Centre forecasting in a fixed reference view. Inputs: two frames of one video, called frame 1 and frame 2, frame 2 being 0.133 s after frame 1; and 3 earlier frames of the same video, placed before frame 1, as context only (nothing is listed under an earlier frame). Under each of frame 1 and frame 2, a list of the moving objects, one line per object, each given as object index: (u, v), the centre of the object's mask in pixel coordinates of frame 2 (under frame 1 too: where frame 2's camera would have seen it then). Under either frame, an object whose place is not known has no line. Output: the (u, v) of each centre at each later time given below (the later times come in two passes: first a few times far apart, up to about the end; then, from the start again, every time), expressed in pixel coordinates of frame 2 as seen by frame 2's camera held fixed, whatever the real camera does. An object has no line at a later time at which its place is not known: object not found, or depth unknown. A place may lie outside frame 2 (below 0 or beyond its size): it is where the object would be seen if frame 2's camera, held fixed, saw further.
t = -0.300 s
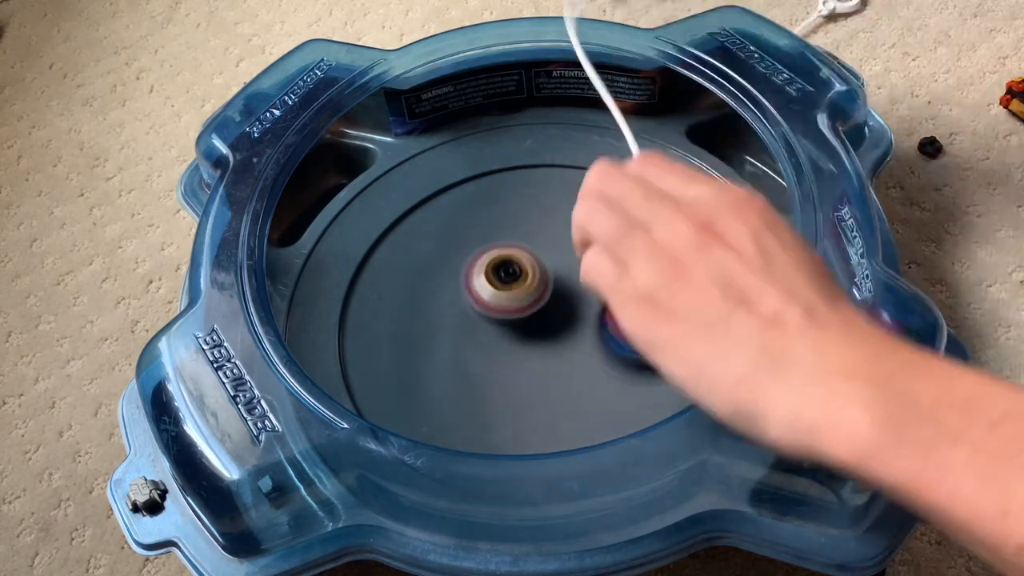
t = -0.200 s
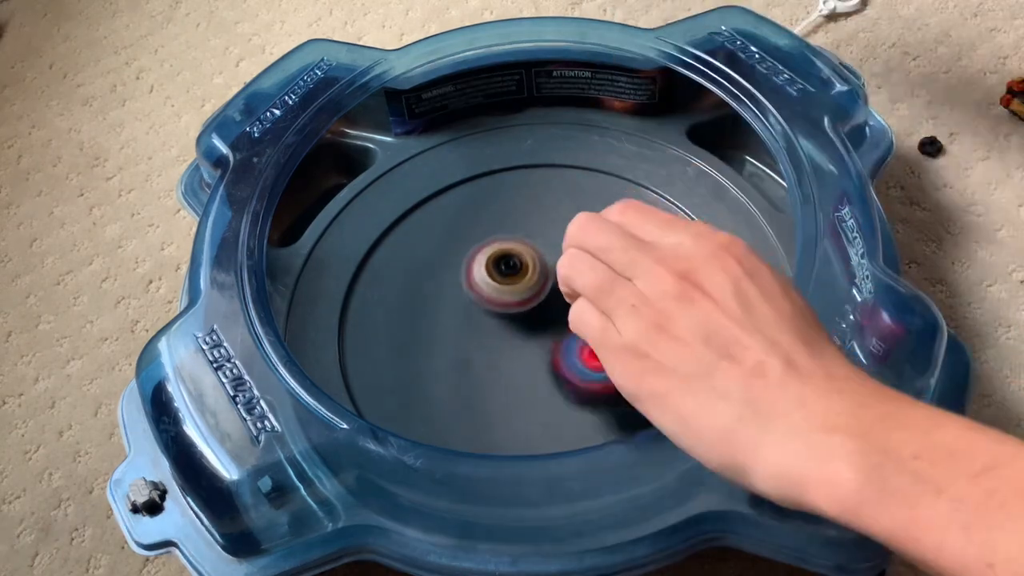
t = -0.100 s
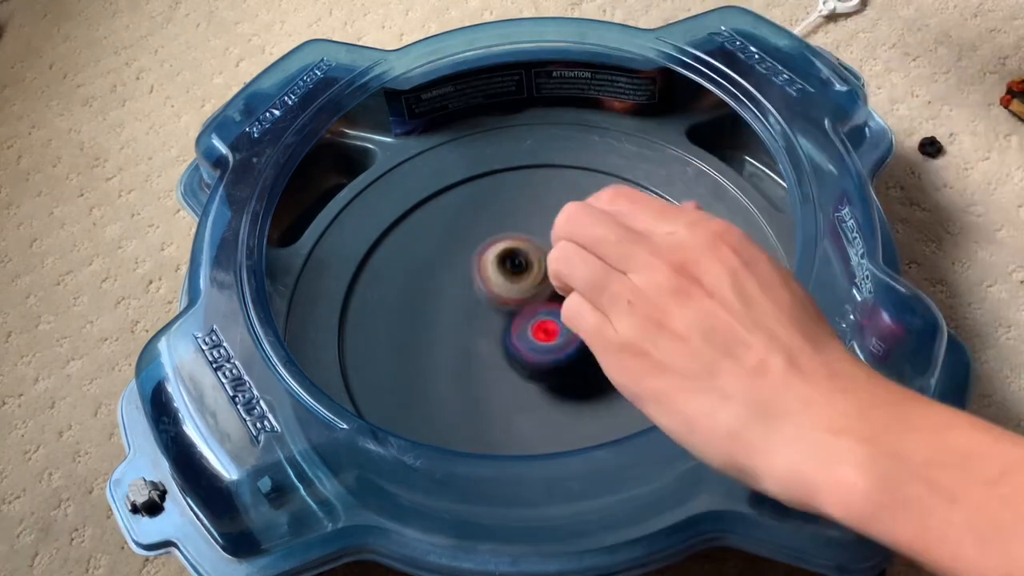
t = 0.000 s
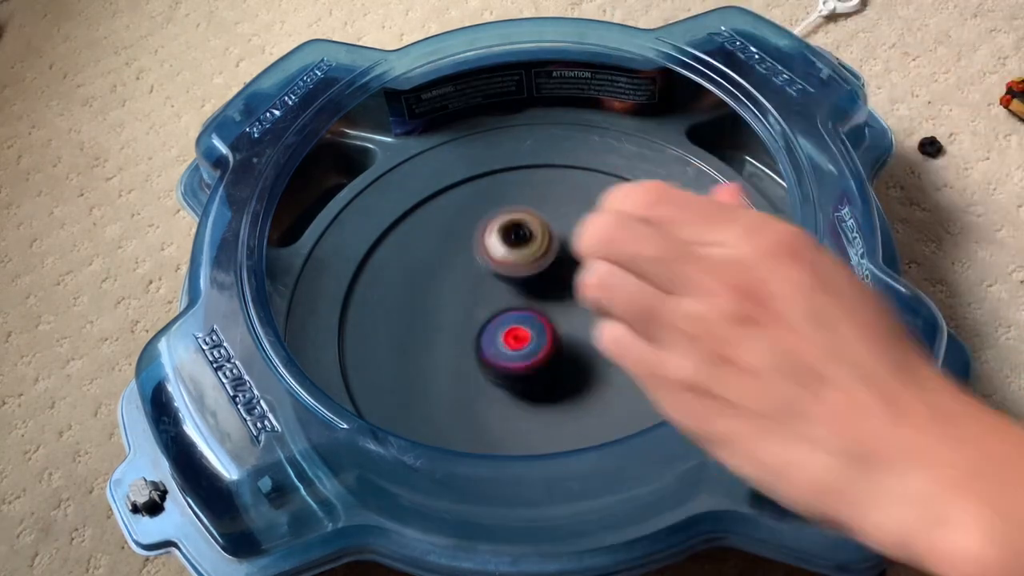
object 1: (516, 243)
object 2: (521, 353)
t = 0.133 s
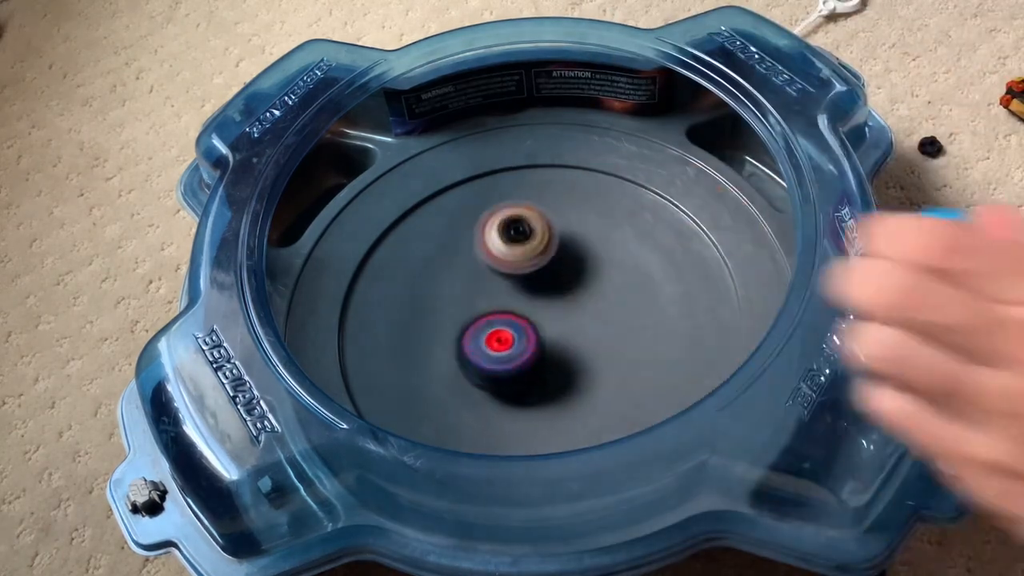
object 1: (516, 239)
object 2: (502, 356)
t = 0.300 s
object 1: (520, 251)
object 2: (499, 370)
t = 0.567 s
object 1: (570, 259)
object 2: (514, 373)
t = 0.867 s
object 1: (590, 268)
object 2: (527, 352)
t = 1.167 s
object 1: (666, 278)
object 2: (369, 337)
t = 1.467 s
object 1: (594, 315)
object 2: (429, 351)
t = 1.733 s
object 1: (662, 390)
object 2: (375, 238)
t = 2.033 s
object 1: (646, 385)
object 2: (483, 260)
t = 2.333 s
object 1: (522, 310)
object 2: (597, 217)
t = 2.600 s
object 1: (469, 246)
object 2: (619, 183)
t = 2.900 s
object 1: (485, 233)
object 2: (568, 288)
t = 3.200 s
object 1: (574, 290)
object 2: (594, 434)
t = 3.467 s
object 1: (616, 347)
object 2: (595, 429)
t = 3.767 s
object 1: (630, 225)
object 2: (404, 398)
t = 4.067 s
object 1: (521, 245)
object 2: (365, 291)
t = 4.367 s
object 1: (454, 311)
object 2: (421, 214)
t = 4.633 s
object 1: (467, 356)
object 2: (534, 217)
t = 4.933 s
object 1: (548, 343)
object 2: (666, 275)
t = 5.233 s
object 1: (593, 296)
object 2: (673, 366)
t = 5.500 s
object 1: (578, 276)
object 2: (546, 406)
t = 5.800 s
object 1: (516, 288)
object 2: (403, 355)
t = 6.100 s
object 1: (476, 316)
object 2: (400, 265)
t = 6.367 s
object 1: (491, 332)
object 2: (507, 233)
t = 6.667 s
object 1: (552, 328)
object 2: (642, 240)
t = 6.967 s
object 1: (510, 283)
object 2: (713, 337)
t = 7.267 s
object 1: (455, 255)
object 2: (570, 422)
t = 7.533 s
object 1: (581, 319)
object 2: (395, 374)
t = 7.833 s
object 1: (624, 381)
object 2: (399, 239)
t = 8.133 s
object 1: (465, 327)
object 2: (561, 213)
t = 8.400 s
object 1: (482, 238)
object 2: (669, 312)
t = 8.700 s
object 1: (608, 301)
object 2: (577, 429)
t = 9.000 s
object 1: (592, 399)
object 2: (420, 383)
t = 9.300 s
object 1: (461, 348)
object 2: (459, 239)
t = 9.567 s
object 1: (459, 270)
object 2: (594, 210)
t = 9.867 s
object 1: (550, 270)
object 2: (666, 322)
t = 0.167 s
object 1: (516, 241)
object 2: (497, 357)
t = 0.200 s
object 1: (515, 243)
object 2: (494, 361)
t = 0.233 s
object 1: (515, 244)
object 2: (496, 367)
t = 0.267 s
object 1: (516, 246)
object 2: (497, 370)
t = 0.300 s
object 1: (520, 251)
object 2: (499, 370)
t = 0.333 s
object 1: (523, 257)
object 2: (503, 372)
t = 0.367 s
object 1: (526, 261)
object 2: (508, 371)
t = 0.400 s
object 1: (529, 265)
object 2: (513, 369)
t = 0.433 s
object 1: (535, 271)
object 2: (517, 365)
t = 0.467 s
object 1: (541, 277)
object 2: (521, 359)
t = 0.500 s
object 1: (549, 271)
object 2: (518, 364)
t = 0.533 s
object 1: (561, 264)
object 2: (515, 369)
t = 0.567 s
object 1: (570, 259)
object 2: (514, 373)
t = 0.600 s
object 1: (577, 258)
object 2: (514, 376)
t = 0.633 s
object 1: (581, 257)
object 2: (515, 377)
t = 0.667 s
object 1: (584, 255)
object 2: (518, 377)
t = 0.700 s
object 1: (586, 255)
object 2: (520, 376)
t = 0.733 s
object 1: (588, 256)
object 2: (523, 373)
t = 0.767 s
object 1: (589, 258)
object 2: (525, 370)
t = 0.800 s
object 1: (590, 260)
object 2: (526, 365)
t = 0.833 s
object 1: (591, 264)
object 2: (527, 359)
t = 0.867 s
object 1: (590, 268)
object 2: (527, 352)
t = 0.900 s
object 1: (590, 272)
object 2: (527, 346)
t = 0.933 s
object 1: (589, 277)
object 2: (524, 337)
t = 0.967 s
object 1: (603, 279)
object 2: (504, 328)
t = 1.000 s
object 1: (626, 278)
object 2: (473, 326)
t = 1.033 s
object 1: (644, 279)
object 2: (448, 326)
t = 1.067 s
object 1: (656, 279)
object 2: (423, 322)
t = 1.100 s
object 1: (663, 278)
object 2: (403, 326)
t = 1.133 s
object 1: (666, 278)
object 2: (384, 330)
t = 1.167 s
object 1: (666, 278)
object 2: (369, 337)
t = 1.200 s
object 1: (665, 278)
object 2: (356, 343)
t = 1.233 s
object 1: (662, 280)
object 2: (359, 347)
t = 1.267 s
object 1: (657, 281)
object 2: (368, 350)
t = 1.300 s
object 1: (650, 284)
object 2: (377, 354)
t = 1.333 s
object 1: (642, 288)
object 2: (385, 356)
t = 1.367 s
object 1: (633, 293)
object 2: (397, 357)
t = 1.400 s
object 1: (621, 300)
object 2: (407, 356)
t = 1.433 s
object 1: (607, 307)
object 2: (418, 355)
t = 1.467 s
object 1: (594, 315)
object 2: (429, 351)
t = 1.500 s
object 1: (580, 322)
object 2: (441, 345)
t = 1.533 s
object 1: (566, 330)
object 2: (453, 338)
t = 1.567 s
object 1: (551, 338)
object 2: (465, 330)
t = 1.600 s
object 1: (578, 355)
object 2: (440, 304)
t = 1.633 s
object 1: (608, 371)
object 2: (418, 283)
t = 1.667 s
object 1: (634, 383)
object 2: (402, 265)
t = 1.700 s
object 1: (653, 389)
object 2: (386, 250)
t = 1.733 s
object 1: (662, 390)
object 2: (375, 238)
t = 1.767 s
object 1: (666, 391)
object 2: (378, 235)
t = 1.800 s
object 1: (669, 392)
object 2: (385, 237)
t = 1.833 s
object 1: (670, 392)
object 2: (397, 242)
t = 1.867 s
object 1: (670, 392)
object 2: (409, 246)
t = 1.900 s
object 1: (668, 392)
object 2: (423, 249)
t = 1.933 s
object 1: (666, 392)
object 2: (438, 253)
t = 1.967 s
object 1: (661, 391)
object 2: (453, 257)
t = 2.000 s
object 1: (655, 389)
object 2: (468, 259)
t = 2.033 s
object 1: (646, 385)
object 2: (483, 260)
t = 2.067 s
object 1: (633, 379)
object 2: (499, 260)
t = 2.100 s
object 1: (620, 370)
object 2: (514, 258)
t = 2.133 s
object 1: (603, 361)
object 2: (528, 257)
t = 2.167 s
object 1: (589, 352)
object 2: (542, 253)
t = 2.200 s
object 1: (574, 342)
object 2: (554, 247)
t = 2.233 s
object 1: (559, 334)
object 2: (566, 240)
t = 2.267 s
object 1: (545, 326)
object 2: (578, 233)
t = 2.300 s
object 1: (533, 318)
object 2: (588, 225)
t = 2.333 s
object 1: (522, 310)
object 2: (597, 217)
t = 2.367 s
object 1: (512, 301)
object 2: (603, 208)
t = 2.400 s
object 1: (503, 291)
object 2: (608, 200)
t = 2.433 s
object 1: (495, 284)
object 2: (613, 193)
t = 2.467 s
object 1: (488, 276)
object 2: (617, 188)
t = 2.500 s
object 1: (481, 266)
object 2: (618, 183)
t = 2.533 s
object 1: (476, 259)
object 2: (620, 181)
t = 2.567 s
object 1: (472, 252)
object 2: (620, 181)
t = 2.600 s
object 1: (469, 246)
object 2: (619, 183)
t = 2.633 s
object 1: (466, 240)
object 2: (616, 186)
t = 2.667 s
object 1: (465, 235)
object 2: (612, 193)
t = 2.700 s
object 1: (464, 229)
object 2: (607, 200)
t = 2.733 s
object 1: (465, 226)
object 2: (600, 211)
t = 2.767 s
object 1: (466, 226)
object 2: (591, 222)
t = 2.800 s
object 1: (469, 225)
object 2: (583, 235)
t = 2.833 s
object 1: (473, 227)
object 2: (577, 251)
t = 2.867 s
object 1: (478, 229)
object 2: (572, 268)
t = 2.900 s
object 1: (485, 233)
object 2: (568, 288)
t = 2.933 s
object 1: (493, 236)
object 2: (565, 307)
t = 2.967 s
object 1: (502, 242)
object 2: (563, 327)
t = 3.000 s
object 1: (513, 248)
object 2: (563, 346)
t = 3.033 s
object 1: (524, 255)
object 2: (564, 363)
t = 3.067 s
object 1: (535, 261)
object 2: (568, 382)
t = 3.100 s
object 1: (545, 269)
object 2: (574, 400)
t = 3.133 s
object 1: (555, 276)
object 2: (578, 409)
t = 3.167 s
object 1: (565, 283)
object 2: (584, 415)
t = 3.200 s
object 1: (574, 290)
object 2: (594, 434)
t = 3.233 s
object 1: (581, 298)
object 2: (595, 435)
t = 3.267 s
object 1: (589, 305)
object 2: (598, 438)
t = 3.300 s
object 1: (596, 312)
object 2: (600, 440)
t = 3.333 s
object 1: (602, 319)
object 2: (601, 441)
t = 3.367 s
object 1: (607, 328)
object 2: (601, 441)
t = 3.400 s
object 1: (612, 335)
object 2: (599, 438)
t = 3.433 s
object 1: (615, 341)
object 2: (597, 434)
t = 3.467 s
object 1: (616, 347)
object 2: (595, 429)
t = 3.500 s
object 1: (628, 336)
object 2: (574, 436)
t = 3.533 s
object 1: (646, 311)
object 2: (547, 448)
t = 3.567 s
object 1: (658, 289)
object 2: (516, 457)
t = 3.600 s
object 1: (663, 269)
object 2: (489, 453)
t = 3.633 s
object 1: (663, 255)
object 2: (474, 432)
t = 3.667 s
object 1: (658, 243)
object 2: (454, 426)
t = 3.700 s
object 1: (652, 236)
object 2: (435, 417)
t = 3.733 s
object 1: (641, 230)
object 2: (419, 408)
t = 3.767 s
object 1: (630, 225)
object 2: (404, 398)
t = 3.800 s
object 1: (616, 222)
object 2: (392, 388)
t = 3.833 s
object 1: (604, 220)
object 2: (380, 373)
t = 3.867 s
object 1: (592, 220)
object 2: (370, 361)
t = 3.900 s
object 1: (579, 222)
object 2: (361, 349)
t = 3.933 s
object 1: (567, 225)
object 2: (358, 336)
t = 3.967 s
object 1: (554, 229)
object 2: (359, 324)
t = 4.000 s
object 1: (543, 233)
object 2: (360, 313)
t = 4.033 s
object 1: (531, 238)
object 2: (363, 302)
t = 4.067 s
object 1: (521, 245)
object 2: (365, 291)
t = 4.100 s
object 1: (511, 251)
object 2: (369, 280)
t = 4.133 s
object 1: (501, 259)
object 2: (373, 271)
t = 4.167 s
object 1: (493, 266)
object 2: (376, 260)
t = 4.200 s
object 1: (484, 273)
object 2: (381, 251)
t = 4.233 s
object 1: (477, 280)
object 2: (386, 241)
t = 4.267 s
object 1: (470, 287)
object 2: (393, 233)
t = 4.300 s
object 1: (464, 295)
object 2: (400, 225)
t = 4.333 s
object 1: (458, 302)
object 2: (409, 219)
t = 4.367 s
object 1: (454, 311)
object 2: (421, 214)
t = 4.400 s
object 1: (451, 319)
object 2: (433, 209)
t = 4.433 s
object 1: (450, 327)
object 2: (445, 208)
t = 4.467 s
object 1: (449, 333)
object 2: (459, 205)
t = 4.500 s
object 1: (450, 339)
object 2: (474, 205)
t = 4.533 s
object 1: (453, 344)
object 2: (489, 207)
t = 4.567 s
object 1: (457, 349)
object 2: (502, 208)
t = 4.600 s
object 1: (463, 352)
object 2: (519, 212)
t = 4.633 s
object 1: (467, 356)
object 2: (534, 217)
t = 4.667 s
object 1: (475, 358)
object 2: (551, 220)
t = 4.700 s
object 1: (483, 360)
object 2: (568, 226)
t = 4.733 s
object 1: (491, 359)
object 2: (584, 233)
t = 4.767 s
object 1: (500, 360)
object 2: (599, 238)
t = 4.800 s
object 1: (510, 359)
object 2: (616, 246)
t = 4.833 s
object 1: (520, 356)
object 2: (631, 253)
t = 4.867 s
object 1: (529, 352)
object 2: (643, 257)
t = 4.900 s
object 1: (539, 347)
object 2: (658, 265)
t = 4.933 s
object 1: (548, 343)
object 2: (666, 275)
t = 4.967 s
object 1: (556, 337)
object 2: (675, 282)
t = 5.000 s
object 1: (564, 331)
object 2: (686, 294)
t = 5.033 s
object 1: (571, 327)
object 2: (690, 305)
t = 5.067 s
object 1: (576, 321)
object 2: (693, 314)
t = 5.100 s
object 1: (582, 315)
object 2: (694, 324)
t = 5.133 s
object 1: (586, 310)
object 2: (692, 336)
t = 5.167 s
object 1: (589, 305)
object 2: (688, 349)
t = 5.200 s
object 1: (592, 299)
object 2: (682, 358)
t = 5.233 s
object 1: (593, 296)
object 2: (673, 366)
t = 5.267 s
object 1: (594, 291)
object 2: (661, 375)
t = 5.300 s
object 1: (594, 288)
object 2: (648, 382)
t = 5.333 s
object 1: (593, 285)
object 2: (635, 389)
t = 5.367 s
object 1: (592, 282)
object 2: (619, 394)
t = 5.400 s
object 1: (589, 281)
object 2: (602, 400)
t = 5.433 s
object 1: (586, 279)
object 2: (586, 403)
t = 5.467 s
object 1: (582, 278)
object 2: (566, 405)
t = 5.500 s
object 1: (578, 276)
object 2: (546, 406)
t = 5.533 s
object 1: (574, 276)
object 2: (525, 402)
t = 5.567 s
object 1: (568, 276)
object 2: (507, 400)
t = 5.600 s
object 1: (561, 276)
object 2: (487, 399)
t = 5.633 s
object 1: (555, 278)
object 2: (469, 394)
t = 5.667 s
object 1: (547, 278)
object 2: (452, 387)
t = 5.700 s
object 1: (539, 281)
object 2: (438, 381)
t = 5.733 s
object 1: (532, 283)
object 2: (424, 373)
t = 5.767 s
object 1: (524, 286)
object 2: (412, 365)
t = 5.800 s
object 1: (516, 288)
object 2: (403, 355)
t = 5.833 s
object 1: (509, 291)
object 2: (395, 345)
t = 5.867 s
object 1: (503, 295)
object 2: (388, 335)
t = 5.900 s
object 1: (497, 298)
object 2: (384, 324)
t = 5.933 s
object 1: (491, 302)
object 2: (382, 313)
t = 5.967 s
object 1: (485, 307)
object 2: (382, 304)
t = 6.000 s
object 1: (482, 308)
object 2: (382, 293)
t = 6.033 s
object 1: (479, 311)
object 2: (387, 284)
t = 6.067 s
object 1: (477, 314)
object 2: (393, 274)
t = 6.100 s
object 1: (476, 316)
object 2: (400, 265)
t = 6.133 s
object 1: (475, 318)
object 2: (409, 258)
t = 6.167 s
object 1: (475, 321)
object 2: (419, 252)
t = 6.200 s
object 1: (476, 323)
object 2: (432, 249)
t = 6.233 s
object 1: (477, 325)
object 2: (445, 243)
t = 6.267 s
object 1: (480, 327)
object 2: (457, 240)
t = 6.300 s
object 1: (484, 328)
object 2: (472, 238)
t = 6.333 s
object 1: (487, 330)
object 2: (490, 235)
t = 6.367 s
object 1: (491, 332)
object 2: (507, 233)
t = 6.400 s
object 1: (497, 333)
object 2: (524, 233)
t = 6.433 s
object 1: (503, 333)
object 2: (540, 231)
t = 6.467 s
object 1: (509, 334)
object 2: (557, 231)
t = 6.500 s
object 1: (516, 334)
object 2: (575, 231)
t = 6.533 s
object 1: (523, 333)
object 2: (591, 232)
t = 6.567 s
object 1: (531, 332)
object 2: (606, 235)
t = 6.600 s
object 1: (538, 332)
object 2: (620, 237)
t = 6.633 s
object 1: (545, 329)
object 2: (630, 237)
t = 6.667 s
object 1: (552, 328)
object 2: (642, 240)
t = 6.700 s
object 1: (558, 326)
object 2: (650, 246)
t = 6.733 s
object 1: (563, 324)
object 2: (657, 252)
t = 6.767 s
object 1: (568, 322)
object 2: (664, 259)
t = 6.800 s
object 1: (573, 321)
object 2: (669, 270)
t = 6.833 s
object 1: (576, 319)
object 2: (671, 279)
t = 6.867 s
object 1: (579, 317)
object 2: (671, 290)
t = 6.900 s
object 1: (570, 311)
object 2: (676, 303)
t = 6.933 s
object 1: (539, 297)
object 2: (709, 327)
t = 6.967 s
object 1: (510, 283)
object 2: (713, 337)
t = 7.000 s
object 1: (487, 272)
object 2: (710, 348)
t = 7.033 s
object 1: (468, 263)
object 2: (702, 361)
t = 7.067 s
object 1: (453, 255)
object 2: (693, 373)
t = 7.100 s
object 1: (443, 248)
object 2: (679, 386)
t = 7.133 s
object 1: (439, 245)
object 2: (662, 395)
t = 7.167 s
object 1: (440, 244)
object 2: (642, 403)
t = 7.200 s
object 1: (443, 247)
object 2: (620, 410)
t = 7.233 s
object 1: (448, 252)
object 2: (596, 418)
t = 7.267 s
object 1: (455, 255)
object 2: (570, 422)
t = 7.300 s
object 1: (463, 261)
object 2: (544, 424)
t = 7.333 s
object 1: (474, 268)
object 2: (521, 424)
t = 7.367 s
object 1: (489, 276)
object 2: (495, 422)
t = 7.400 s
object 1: (505, 285)
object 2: (470, 417)
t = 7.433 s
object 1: (524, 293)
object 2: (448, 411)
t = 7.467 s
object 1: (543, 302)
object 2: (429, 402)
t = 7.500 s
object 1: (562, 311)
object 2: (410, 389)
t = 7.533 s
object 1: (581, 319)
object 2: (395, 374)
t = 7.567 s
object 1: (599, 330)
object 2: (382, 358)
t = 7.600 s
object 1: (614, 339)
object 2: (374, 341)
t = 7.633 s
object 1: (626, 348)
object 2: (368, 325)
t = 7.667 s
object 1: (636, 357)
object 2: (366, 309)
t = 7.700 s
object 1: (641, 365)
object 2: (367, 292)
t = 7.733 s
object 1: (641, 370)
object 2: (371, 277)
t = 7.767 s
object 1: (639, 375)
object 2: (377, 262)
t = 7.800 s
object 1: (632, 380)
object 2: (387, 249)
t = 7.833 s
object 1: (624, 381)
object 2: (399, 239)
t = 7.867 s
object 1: (612, 382)
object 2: (413, 228)
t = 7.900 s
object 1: (595, 383)
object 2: (428, 219)
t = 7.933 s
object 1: (578, 379)
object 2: (445, 212)
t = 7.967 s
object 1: (558, 375)
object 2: (464, 207)
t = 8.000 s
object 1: (539, 372)
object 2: (483, 205)
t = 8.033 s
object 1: (518, 363)
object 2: (503, 203)
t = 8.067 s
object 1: (498, 354)
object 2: (523, 203)
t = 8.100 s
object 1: (482, 341)
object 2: (542, 207)
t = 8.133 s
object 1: (465, 327)
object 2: (561, 213)
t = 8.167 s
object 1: (457, 311)
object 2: (580, 217)
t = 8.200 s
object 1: (451, 296)
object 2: (595, 226)
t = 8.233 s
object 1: (448, 284)
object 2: (615, 238)
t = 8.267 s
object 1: (449, 272)
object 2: (629, 250)
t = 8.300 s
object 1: (454, 259)
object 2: (642, 261)
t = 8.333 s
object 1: (460, 249)
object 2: (653, 276)
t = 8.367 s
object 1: (470, 244)
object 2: (661, 294)
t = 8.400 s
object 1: (482, 238)
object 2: (669, 312)
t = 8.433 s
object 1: (497, 236)
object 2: (668, 324)
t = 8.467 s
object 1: (511, 235)
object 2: (673, 350)
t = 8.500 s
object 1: (526, 237)
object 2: (668, 367)
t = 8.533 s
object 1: (542, 245)
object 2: (659, 378)
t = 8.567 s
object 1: (556, 253)
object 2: (647, 393)
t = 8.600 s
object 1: (570, 264)
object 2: (632, 406)
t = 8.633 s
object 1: (583, 277)
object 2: (614, 415)
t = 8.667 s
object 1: (595, 289)
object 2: (598, 422)
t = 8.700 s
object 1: (608, 301)
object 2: (577, 429)
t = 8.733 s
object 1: (620, 314)
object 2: (556, 433)
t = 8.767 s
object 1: (627, 326)
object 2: (536, 435)
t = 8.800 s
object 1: (635, 341)
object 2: (515, 434)
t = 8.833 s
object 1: (636, 354)
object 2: (492, 431)
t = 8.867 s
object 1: (636, 366)
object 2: (473, 427)
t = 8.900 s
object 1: (629, 379)
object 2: (458, 420)
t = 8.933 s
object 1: (619, 388)
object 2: (440, 410)
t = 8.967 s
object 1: (608, 394)
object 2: (428, 398)
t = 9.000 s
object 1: (592, 399)
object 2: (420, 383)
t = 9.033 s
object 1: (575, 400)
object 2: (412, 365)
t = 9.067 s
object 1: (558, 399)
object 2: (408, 347)
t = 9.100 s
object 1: (542, 398)
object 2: (407, 330)
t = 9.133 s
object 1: (522, 394)
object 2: (409, 312)
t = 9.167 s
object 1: (509, 390)
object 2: (415, 296)
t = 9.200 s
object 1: (496, 380)
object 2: (423, 280)
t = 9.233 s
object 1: (484, 370)
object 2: (436, 266)
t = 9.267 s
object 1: (472, 358)
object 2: (446, 251)
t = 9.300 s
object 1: (461, 348)
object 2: (459, 239)
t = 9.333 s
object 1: (453, 337)
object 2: (475, 229)
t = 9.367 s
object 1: (445, 322)
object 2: (492, 220)
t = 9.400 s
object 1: (443, 312)
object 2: (507, 214)
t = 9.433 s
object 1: (442, 303)
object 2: (524, 207)
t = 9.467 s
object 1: (444, 293)
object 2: (544, 206)
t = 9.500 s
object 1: (448, 284)
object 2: (561, 205)
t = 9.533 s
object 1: (453, 276)
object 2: (578, 206)
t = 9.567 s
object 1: (459, 270)
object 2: (594, 210)
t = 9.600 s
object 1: (466, 267)
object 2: (611, 216)
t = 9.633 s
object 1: (476, 264)
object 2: (625, 222)
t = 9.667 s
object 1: (485, 264)
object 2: (638, 234)
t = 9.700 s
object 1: (496, 262)
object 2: (649, 245)
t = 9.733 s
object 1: (508, 262)
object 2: (659, 256)
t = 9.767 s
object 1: (518, 263)
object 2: (664, 273)
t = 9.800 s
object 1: (528, 263)
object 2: (668, 289)
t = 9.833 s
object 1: (540, 265)
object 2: (670, 304)
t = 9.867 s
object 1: (550, 270)
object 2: (666, 322)
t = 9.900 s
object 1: (560, 273)
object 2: (660, 341)
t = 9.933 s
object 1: (568, 276)
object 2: (650, 356)
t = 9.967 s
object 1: (572, 279)
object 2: (636, 371)
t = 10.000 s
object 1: (577, 282)
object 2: (621, 387)
